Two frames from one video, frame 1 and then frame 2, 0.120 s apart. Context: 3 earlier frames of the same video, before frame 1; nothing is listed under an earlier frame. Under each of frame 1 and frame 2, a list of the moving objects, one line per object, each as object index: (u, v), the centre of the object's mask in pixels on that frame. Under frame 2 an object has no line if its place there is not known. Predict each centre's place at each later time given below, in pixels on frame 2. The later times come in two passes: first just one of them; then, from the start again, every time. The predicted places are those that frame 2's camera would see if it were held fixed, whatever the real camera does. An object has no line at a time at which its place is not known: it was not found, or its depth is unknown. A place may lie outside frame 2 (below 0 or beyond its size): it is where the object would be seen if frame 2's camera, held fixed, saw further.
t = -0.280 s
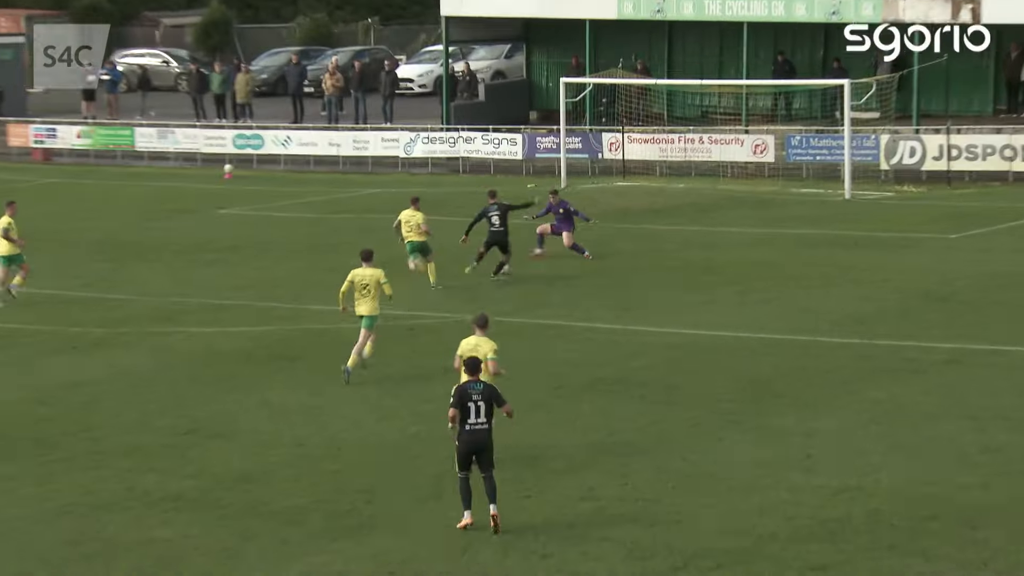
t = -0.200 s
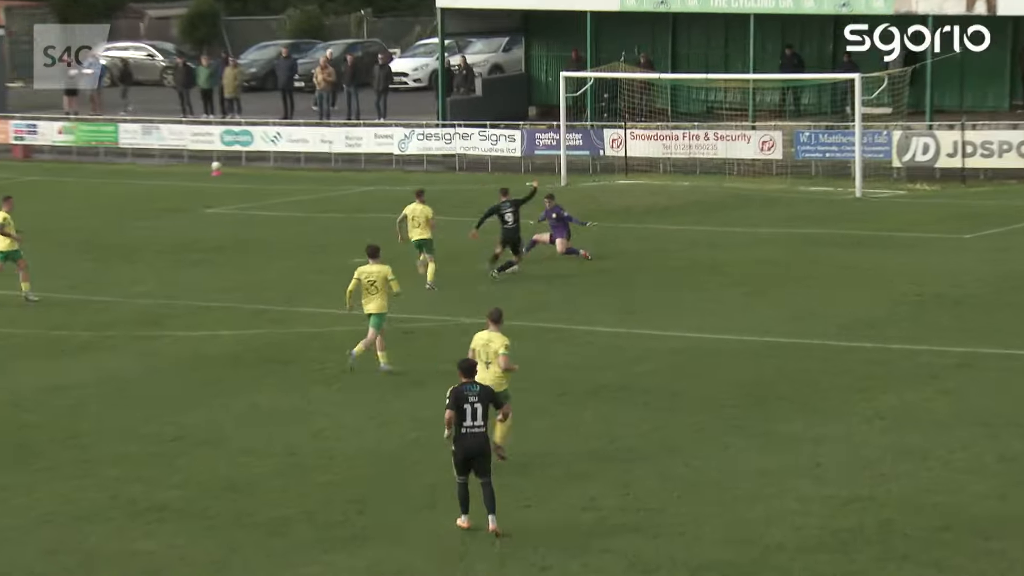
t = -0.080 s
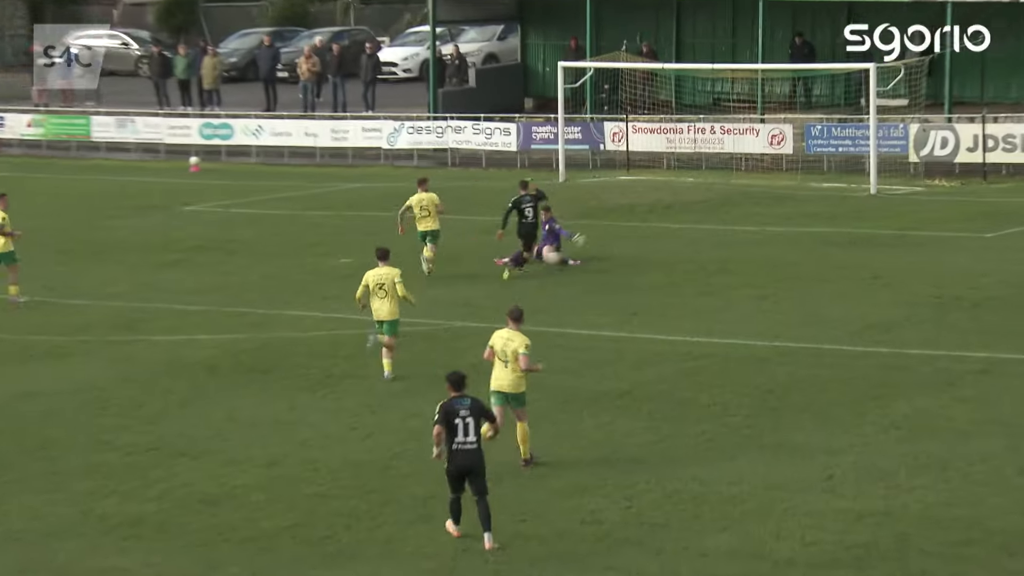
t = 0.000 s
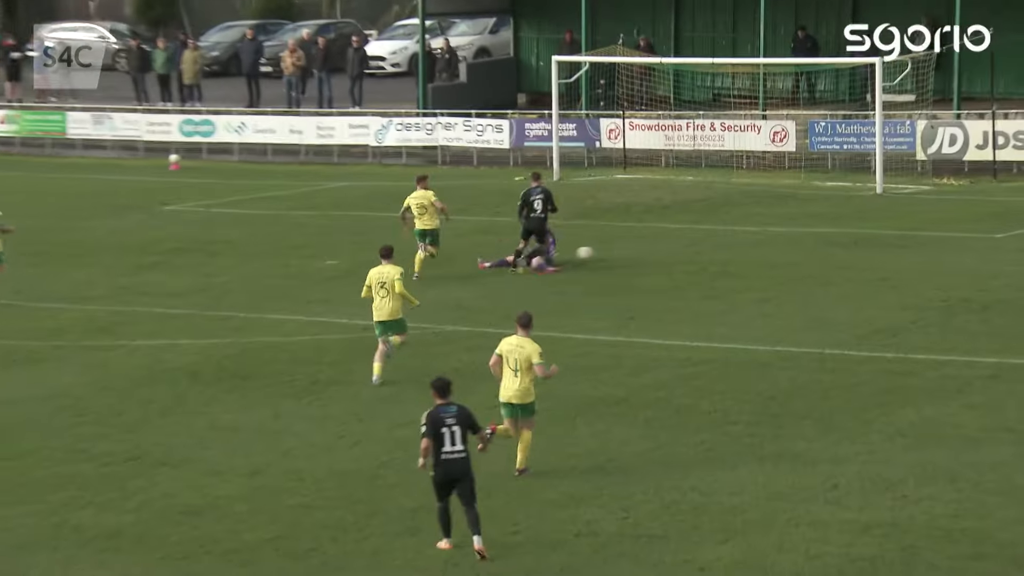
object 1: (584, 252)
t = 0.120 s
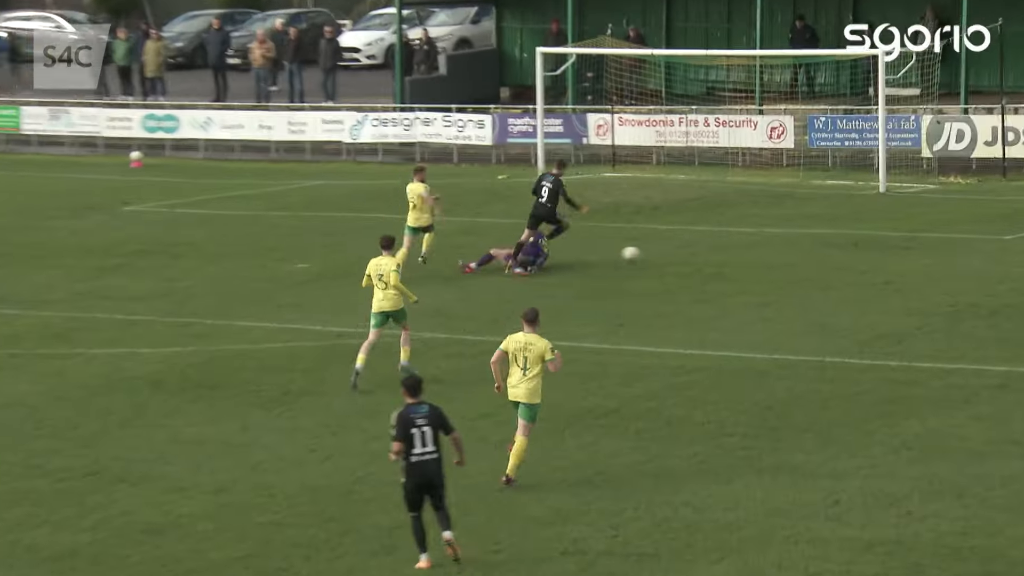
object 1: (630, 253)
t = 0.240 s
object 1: (684, 255)
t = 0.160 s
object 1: (649, 255)
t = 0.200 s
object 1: (668, 257)
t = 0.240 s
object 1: (684, 255)
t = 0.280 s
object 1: (699, 250)
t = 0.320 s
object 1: (715, 248)
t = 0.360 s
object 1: (730, 247)
